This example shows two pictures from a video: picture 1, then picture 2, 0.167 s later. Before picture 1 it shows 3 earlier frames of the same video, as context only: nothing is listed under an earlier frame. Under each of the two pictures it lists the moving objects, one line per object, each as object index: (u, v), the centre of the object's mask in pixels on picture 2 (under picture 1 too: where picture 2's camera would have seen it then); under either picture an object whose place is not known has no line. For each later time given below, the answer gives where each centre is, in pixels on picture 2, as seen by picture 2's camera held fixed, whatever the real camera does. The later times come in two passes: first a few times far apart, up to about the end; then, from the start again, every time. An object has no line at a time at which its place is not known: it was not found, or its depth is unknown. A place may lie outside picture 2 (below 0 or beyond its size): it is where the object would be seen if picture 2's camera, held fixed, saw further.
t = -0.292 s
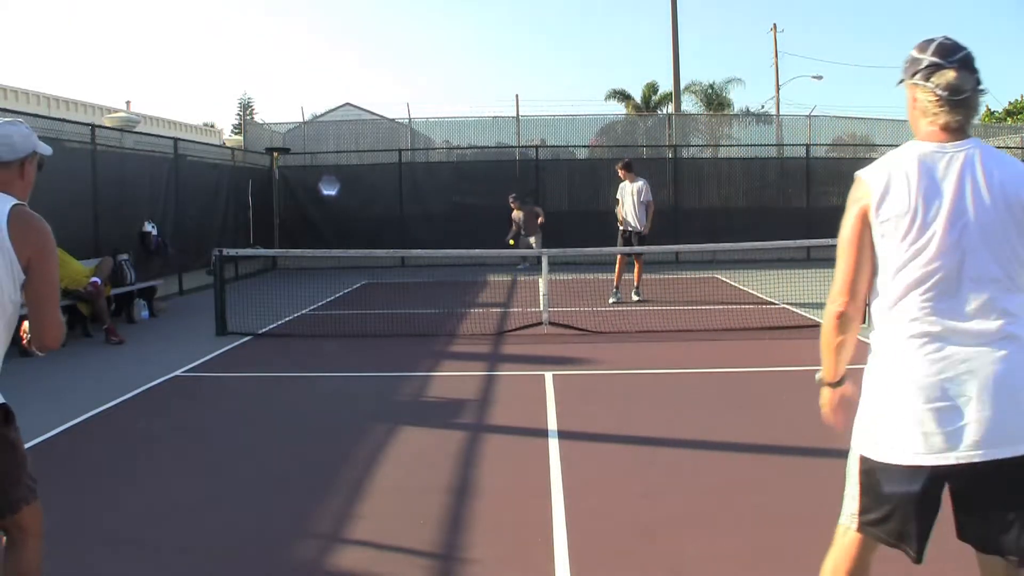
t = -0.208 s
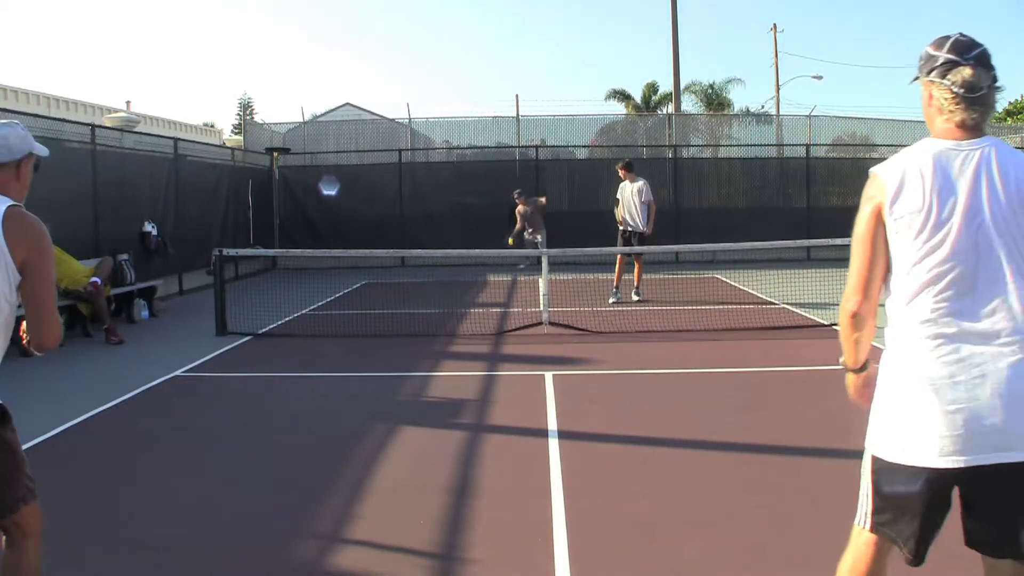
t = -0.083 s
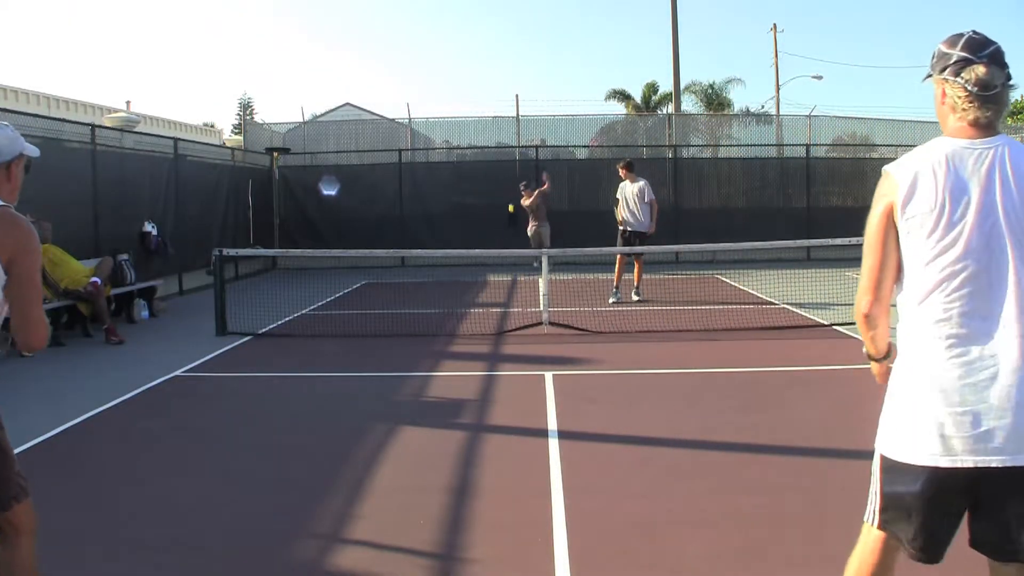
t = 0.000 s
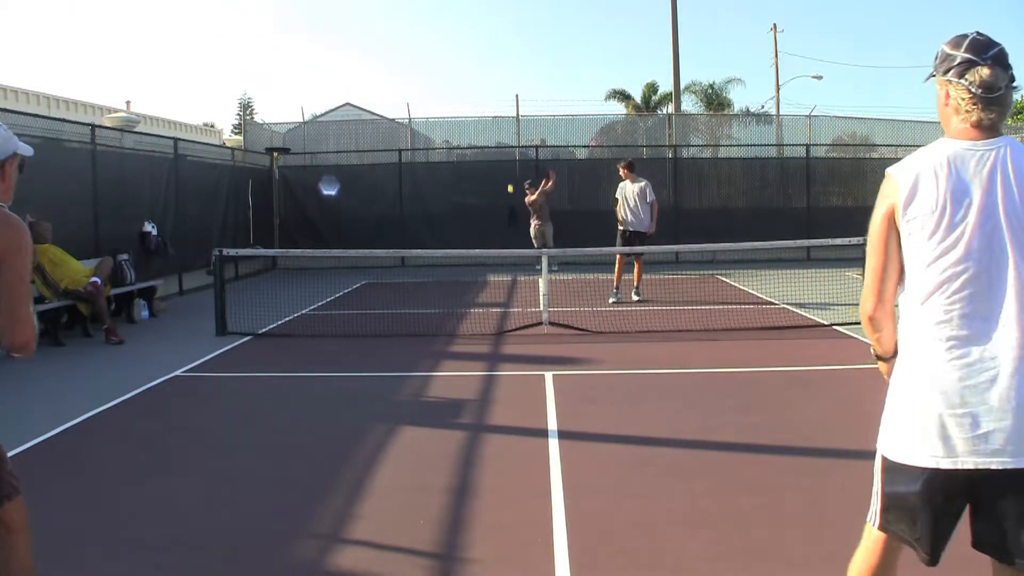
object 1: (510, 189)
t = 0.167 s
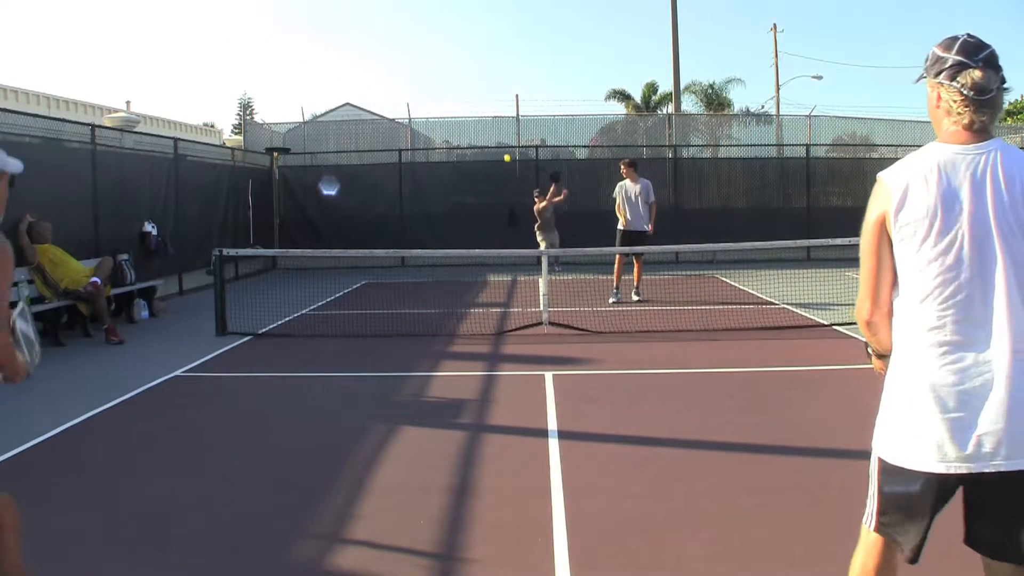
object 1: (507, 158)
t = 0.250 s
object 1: (504, 148)
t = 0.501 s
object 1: (489, 151)
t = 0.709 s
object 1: (463, 217)
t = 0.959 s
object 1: (398, 460)
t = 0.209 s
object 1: (506, 152)
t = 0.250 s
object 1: (504, 148)
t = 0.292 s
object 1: (502, 145)
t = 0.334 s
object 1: (500, 143)
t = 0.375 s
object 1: (498, 142)
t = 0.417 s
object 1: (495, 143)
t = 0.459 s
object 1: (492, 146)
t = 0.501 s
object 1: (489, 151)
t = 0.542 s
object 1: (485, 158)
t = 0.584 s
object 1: (480, 168)
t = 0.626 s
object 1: (475, 180)
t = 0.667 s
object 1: (469, 196)
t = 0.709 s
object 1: (463, 217)
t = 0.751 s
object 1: (455, 240)
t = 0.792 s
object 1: (446, 271)
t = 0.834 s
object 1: (436, 306)
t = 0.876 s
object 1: (425, 350)
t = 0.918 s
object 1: (412, 401)
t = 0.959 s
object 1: (398, 460)
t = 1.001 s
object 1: (385, 454)
